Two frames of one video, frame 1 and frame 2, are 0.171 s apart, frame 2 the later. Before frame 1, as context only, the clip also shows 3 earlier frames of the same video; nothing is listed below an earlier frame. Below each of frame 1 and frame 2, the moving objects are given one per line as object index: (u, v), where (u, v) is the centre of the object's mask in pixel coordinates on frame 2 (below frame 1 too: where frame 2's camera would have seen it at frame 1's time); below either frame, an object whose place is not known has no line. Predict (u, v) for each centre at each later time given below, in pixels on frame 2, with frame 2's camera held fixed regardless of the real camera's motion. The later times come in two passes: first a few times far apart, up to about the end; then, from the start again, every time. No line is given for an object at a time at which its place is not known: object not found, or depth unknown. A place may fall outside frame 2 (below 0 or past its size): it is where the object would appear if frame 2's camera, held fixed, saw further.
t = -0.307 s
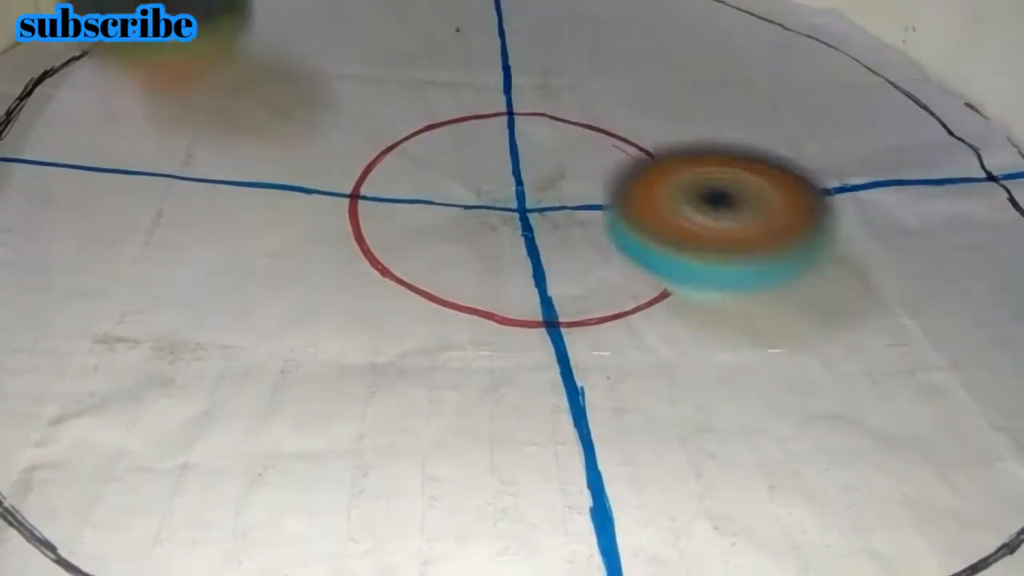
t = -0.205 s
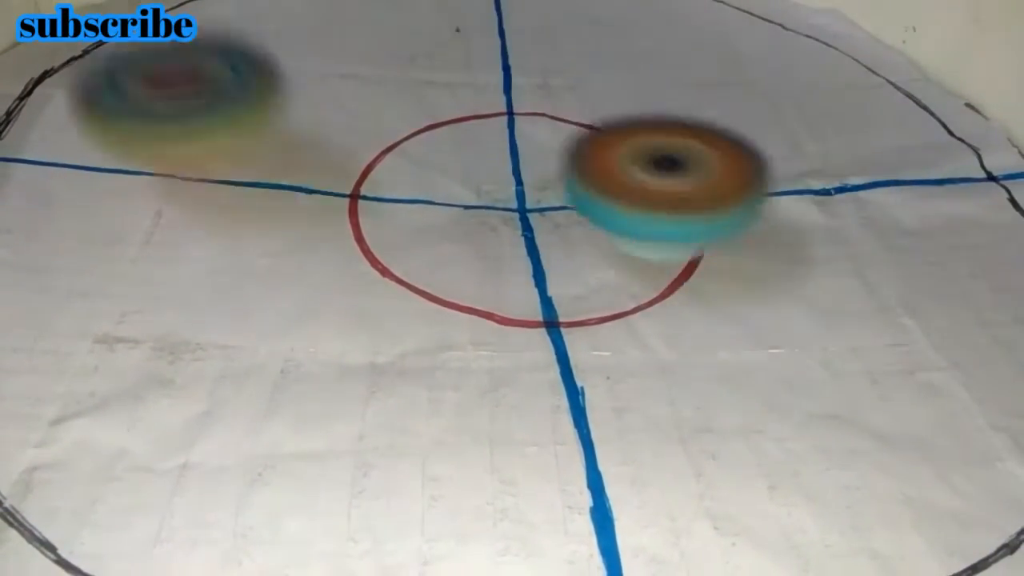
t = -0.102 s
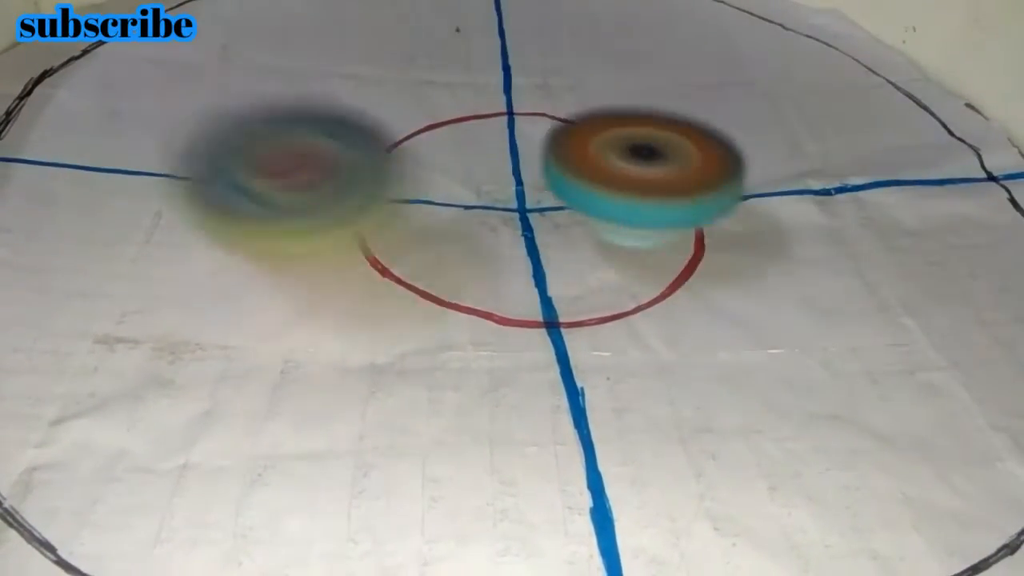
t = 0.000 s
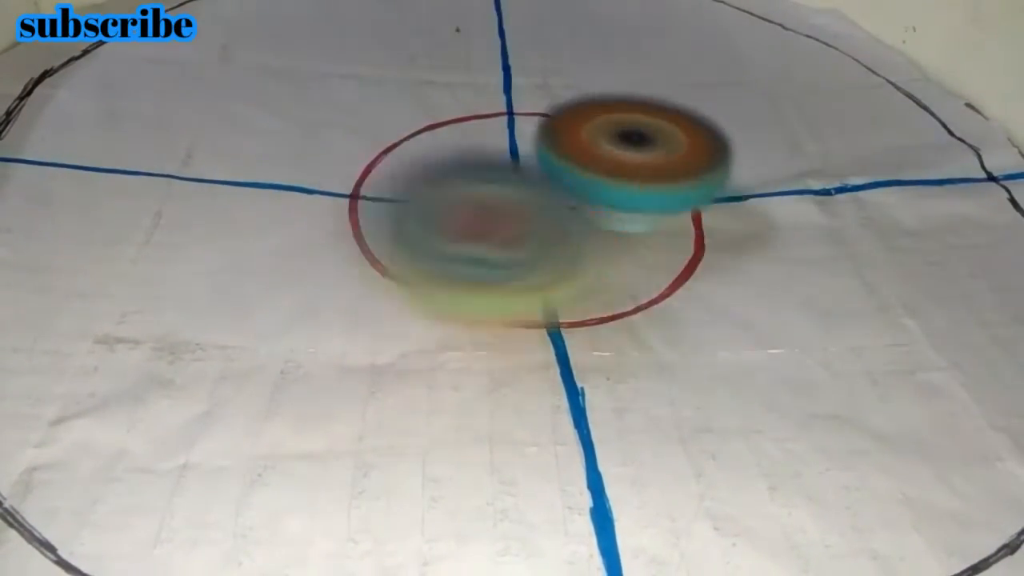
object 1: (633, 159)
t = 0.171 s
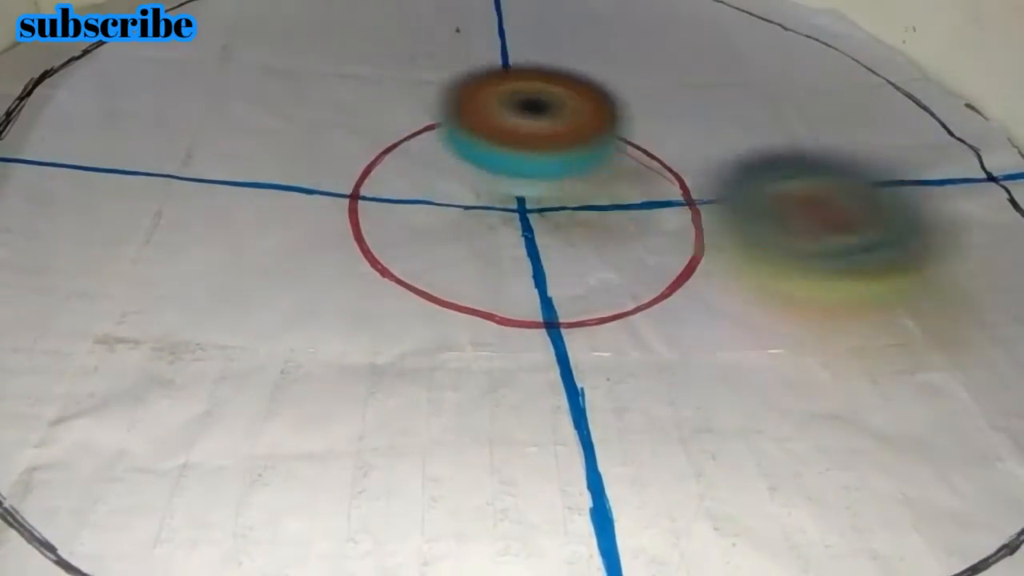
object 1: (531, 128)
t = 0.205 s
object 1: (509, 123)
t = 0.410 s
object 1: (392, 122)
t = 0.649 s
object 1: (382, 168)
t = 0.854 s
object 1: (487, 163)
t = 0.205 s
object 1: (509, 123)
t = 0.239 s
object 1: (491, 120)
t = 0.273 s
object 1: (472, 117)
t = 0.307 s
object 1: (452, 118)
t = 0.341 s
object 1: (432, 120)
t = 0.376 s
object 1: (411, 120)
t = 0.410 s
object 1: (392, 122)
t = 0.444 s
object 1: (376, 130)
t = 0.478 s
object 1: (363, 136)
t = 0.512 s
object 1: (356, 144)
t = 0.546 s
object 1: (354, 153)
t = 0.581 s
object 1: (359, 161)
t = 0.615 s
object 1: (368, 165)
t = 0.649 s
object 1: (382, 168)
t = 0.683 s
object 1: (401, 169)
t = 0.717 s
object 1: (417, 169)
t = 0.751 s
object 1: (433, 168)
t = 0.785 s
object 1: (449, 166)
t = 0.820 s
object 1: (468, 165)
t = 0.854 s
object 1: (487, 163)
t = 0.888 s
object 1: (504, 161)
